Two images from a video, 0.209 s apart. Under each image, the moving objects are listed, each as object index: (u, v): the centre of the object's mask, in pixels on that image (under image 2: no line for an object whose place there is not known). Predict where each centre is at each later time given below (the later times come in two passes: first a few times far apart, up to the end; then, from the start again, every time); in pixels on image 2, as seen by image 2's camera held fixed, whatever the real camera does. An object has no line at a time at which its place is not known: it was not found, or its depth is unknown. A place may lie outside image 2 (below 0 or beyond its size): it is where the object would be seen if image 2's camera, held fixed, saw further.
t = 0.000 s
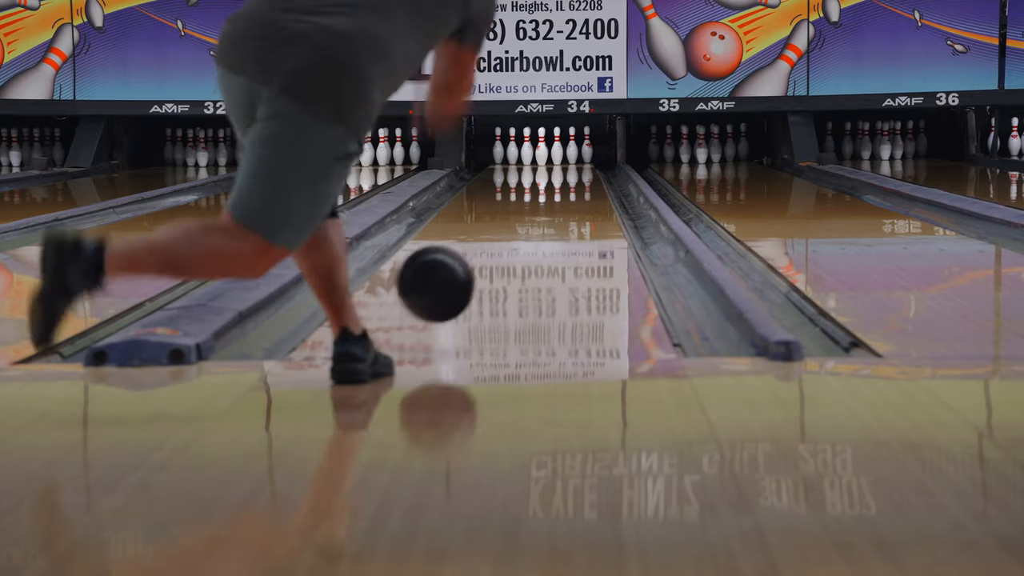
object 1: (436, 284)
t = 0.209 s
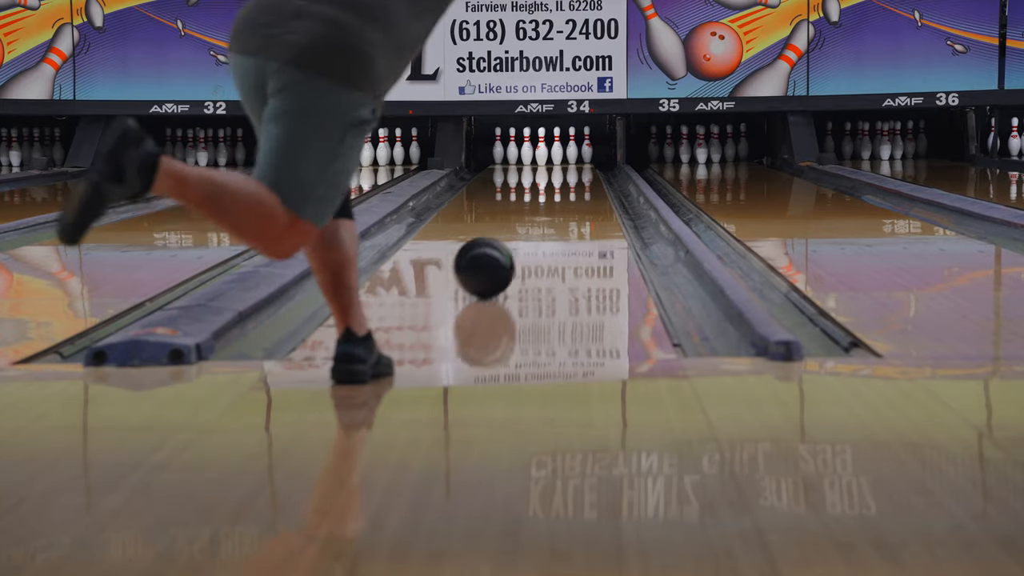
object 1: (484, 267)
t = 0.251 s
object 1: (491, 259)
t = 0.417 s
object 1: (515, 236)
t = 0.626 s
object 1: (536, 217)
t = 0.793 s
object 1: (548, 203)
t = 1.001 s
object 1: (560, 190)
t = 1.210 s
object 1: (568, 180)
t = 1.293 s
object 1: (570, 177)
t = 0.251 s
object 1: (491, 259)
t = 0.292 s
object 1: (498, 253)
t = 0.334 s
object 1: (504, 247)
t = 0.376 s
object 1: (510, 242)
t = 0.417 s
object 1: (515, 236)
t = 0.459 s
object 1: (520, 232)
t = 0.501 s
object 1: (524, 227)
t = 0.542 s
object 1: (528, 224)
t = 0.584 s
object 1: (532, 220)
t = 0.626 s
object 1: (536, 217)
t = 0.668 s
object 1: (539, 213)
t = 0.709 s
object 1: (543, 210)
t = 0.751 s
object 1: (546, 206)
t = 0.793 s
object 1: (548, 203)
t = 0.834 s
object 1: (551, 200)
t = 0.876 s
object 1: (553, 198)
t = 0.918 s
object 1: (555, 195)
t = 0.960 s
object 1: (558, 193)
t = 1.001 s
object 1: (560, 190)
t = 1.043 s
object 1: (561, 188)
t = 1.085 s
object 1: (563, 186)
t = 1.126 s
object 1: (565, 184)
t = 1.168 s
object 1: (566, 182)
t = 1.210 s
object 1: (568, 180)
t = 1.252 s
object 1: (569, 179)
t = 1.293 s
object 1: (570, 177)
